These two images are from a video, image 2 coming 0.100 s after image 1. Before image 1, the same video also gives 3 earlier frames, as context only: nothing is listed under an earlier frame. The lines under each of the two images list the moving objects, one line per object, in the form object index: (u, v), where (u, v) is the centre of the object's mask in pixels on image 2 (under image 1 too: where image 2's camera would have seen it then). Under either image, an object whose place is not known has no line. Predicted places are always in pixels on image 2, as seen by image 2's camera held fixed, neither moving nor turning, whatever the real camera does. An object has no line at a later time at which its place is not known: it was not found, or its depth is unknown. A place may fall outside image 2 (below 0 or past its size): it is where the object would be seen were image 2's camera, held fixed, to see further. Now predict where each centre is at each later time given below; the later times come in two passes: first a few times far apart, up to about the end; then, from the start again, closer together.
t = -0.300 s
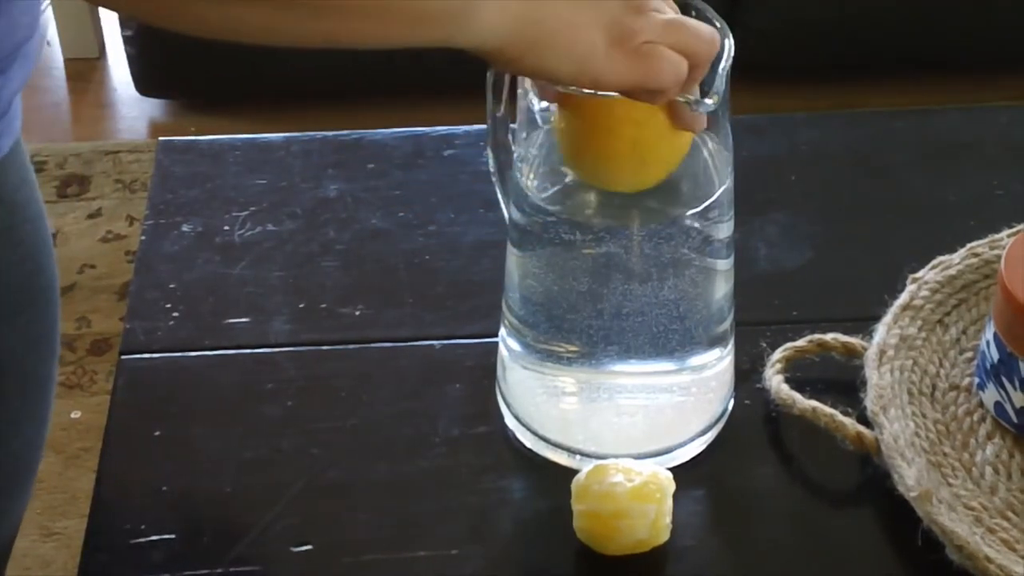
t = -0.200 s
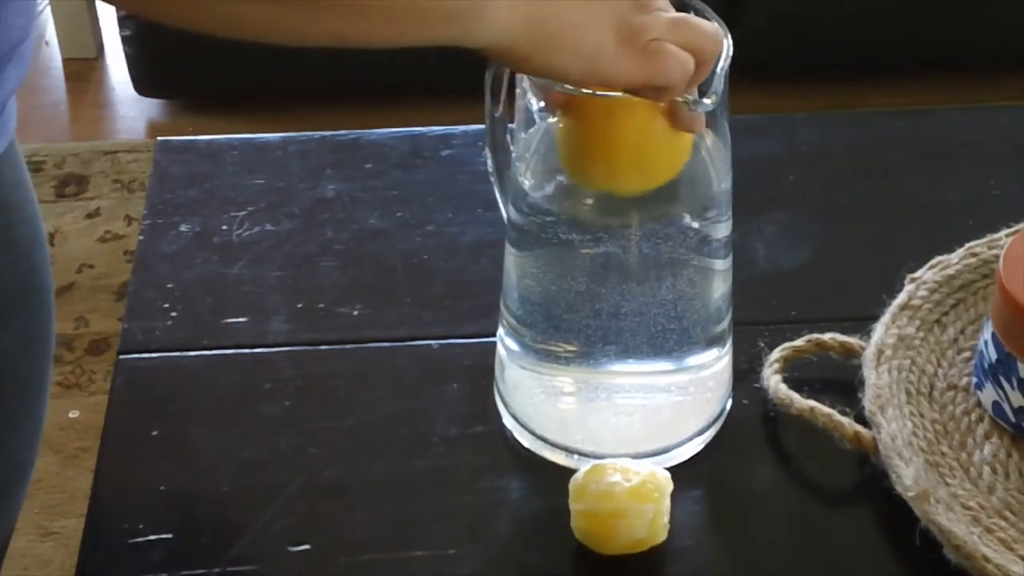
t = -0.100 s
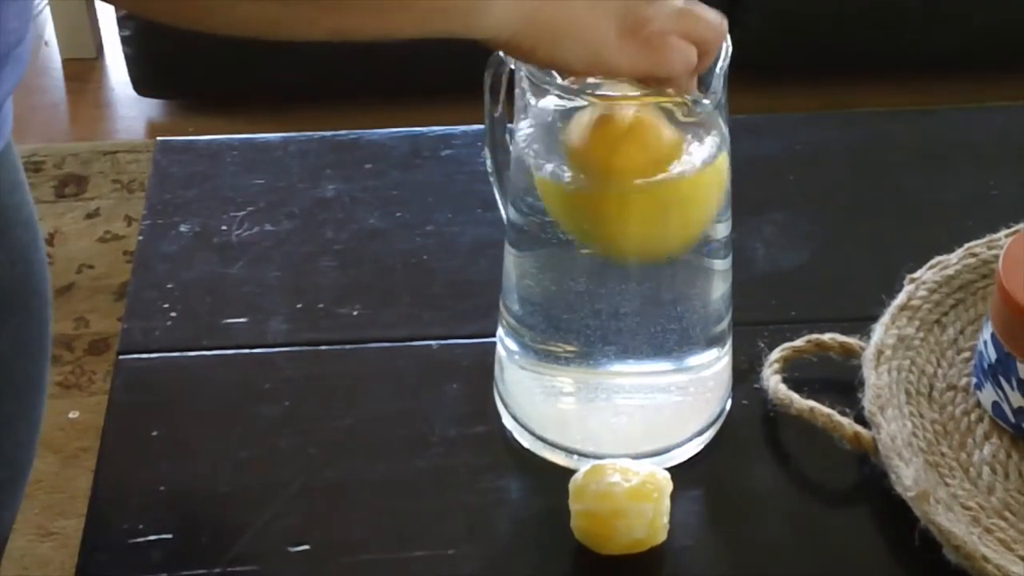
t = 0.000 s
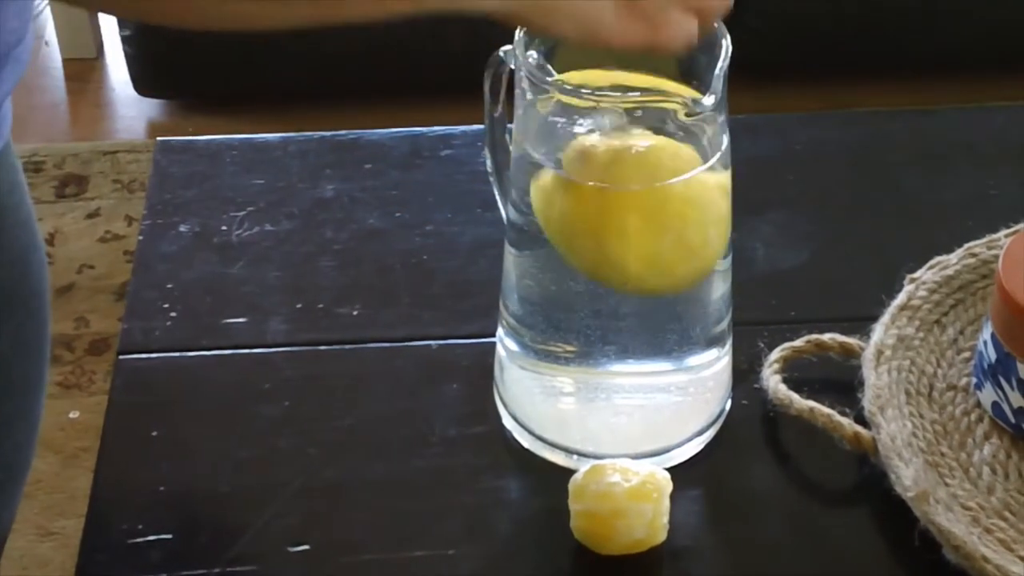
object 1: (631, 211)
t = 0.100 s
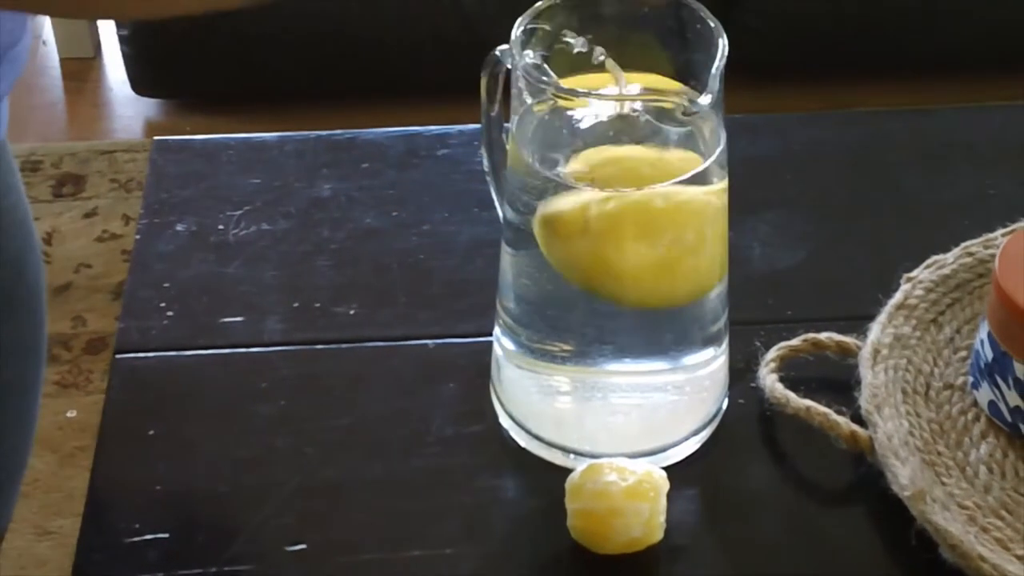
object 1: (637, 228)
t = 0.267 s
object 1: (634, 256)
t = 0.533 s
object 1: (621, 211)
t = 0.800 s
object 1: (624, 133)
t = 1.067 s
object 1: (618, 192)
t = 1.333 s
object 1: (613, 180)
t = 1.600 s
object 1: (627, 128)
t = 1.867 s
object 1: (624, 164)
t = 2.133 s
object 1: (625, 162)
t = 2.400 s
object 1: (611, 168)
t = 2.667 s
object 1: (602, 172)
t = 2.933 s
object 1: (603, 176)
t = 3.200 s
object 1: (609, 177)
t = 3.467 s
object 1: (614, 186)
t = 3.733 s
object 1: (613, 182)
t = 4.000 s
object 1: (610, 184)
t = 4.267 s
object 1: (607, 182)
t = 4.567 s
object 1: (603, 182)
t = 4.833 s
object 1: (601, 181)
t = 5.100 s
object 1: (601, 181)
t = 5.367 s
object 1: (604, 181)
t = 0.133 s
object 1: (637, 209)
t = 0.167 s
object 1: (637, 201)
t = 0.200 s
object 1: (635, 202)
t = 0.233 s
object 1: (633, 216)
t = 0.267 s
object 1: (634, 256)
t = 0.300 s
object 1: (632, 256)
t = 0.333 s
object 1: (630, 255)
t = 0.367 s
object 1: (628, 252)
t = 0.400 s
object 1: (627, 248)
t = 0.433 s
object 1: (625, 243)
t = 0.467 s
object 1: (624, 238)
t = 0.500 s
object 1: (623, 219)
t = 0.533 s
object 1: (621, 211)
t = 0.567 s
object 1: (620, 203)
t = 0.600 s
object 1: (617, 195)
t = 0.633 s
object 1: (618, 189)
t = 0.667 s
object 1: (617, 182)
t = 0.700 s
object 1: (618, 176)
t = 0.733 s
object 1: (622, 159)
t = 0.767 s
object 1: (624, 136)
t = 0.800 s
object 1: (624, 133)
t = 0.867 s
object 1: (626, 151)
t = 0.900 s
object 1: (618, 168)
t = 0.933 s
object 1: (619, 175)
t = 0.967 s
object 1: (617, 182)
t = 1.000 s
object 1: (618, 187)
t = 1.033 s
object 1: (617, 190)
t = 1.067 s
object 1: (618, 192)
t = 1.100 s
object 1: (618, 194)
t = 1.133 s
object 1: (618, 194)
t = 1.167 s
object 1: (619, 195)
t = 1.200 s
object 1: (620, 193)
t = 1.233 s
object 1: (616, 176)
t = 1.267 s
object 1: (619, 191)
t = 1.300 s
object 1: (619, 188)
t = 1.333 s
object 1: (613, 180)
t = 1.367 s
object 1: (617, 168)
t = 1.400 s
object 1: (616, 177)
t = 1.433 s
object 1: (618, 156)
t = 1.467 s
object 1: (623, 152)
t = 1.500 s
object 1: (627, 146)
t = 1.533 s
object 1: (627, 137)
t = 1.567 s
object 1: (624, 127)
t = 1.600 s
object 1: (627, 128)
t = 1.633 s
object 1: (633, 155)
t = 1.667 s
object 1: (621, 153)
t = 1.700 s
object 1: (627, 170)
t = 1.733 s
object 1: (620, 163)
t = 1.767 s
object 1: (623, 165)
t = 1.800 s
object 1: (624, 165)
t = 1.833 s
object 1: (624, 164)
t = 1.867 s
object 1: (624, 164)
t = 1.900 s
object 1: (624, 165)
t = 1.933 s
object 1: (623, 176)
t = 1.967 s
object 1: (619, 180)
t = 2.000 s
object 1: (623, 163)
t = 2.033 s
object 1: (623, 164)
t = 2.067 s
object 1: (621, 162)
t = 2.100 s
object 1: (623, 163)
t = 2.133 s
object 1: (625, 162)
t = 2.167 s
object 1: (628, 166)
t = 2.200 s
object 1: (625, 165)
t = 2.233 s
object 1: (621, 158)
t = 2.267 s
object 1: (618, 164)
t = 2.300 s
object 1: (615, 164)
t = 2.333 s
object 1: (610, 164)
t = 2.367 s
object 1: (610, 166)
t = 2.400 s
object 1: (611, 168)
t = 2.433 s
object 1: (614, 173)
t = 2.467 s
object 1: (615, 175)
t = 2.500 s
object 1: (613, 170)
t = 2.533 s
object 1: (613, 173)
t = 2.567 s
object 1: (611, 173)
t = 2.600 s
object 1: (609, 173)
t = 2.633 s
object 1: (607, 174)
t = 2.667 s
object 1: (602, 172)
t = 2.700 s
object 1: (601, 172)
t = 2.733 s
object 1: (600, 173)
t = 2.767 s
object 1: (599, 173)
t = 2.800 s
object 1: (599, 174)
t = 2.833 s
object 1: (600, 175)
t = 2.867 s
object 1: (601, 175)
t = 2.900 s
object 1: (602, 175)
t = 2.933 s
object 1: (603, 176)
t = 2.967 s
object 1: (604, 176)
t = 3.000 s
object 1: (604, 176)
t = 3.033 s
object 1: (604, 176)
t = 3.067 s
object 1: (604, 177)
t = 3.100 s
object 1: (605, 176)
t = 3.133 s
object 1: (605, 176)
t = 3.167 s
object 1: (607, 177)
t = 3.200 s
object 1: (609, 177)
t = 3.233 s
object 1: (611, 177)
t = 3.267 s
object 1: (612, 178)
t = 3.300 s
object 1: (613, 178)
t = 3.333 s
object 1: (614, 179)
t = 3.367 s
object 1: (613, 181)
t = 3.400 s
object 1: (613, 183)
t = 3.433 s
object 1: (614, 185)
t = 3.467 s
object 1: (614, 186)
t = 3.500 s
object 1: (614, 187)
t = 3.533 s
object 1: (613, 186)
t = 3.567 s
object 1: (613, 186)
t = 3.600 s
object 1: (613, 186)
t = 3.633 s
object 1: (614, 185)
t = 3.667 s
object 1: (614, 184)
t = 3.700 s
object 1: (616, 184)
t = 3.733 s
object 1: (613, 182)
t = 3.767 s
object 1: (613, 181)
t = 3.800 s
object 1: (612, 181)
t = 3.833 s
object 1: (610, 180)
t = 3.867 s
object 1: (610, 180)
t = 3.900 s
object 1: (610, 181)
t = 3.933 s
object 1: (610, 182)
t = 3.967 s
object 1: (610, 183)
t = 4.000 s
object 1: (610, 184)
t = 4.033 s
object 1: (610, 185)
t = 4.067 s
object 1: (609, 185)
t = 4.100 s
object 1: (608, 185)
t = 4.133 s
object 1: (608, 185)
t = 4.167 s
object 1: (607, 185)
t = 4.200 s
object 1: (607, 185)
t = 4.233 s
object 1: (607, 184)
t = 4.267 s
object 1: (607, 182)
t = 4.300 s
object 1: (607, 181)
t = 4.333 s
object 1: (607, 180)
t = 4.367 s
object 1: (607, 180)
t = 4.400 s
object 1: (606, 180)
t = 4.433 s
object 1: (606, 180)
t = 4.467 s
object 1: (605, 180)
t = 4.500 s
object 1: (604, 181)
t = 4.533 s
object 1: (604, 181)
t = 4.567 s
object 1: (603, 182)
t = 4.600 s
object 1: (603, 182)
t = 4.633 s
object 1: (603, 183)
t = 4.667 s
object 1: (603, 183)
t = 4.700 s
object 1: (603, 183)
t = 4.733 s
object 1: (603, 183)
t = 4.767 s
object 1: (602, 182)
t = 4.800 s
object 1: (602, 182)
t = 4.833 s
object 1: (601, 181)
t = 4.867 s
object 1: (601, 180)
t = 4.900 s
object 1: (602, 180)
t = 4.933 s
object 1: (602, 180)
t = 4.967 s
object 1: (603, 180)
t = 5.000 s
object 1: (603, 180)
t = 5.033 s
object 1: (603, 180)
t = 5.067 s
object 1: (602, 180)
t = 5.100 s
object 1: (601, 181)
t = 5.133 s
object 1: (601, 181)
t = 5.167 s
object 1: (602, 182)
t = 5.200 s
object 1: (603, 182)
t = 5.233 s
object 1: (604, 182)
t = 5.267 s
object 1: (604, 182)
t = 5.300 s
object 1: (604, 182)
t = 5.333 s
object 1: (604, 182)
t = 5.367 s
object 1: (604, 181)
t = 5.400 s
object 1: (602, 180)
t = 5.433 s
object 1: (601, 180)
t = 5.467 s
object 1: (602, 180)
